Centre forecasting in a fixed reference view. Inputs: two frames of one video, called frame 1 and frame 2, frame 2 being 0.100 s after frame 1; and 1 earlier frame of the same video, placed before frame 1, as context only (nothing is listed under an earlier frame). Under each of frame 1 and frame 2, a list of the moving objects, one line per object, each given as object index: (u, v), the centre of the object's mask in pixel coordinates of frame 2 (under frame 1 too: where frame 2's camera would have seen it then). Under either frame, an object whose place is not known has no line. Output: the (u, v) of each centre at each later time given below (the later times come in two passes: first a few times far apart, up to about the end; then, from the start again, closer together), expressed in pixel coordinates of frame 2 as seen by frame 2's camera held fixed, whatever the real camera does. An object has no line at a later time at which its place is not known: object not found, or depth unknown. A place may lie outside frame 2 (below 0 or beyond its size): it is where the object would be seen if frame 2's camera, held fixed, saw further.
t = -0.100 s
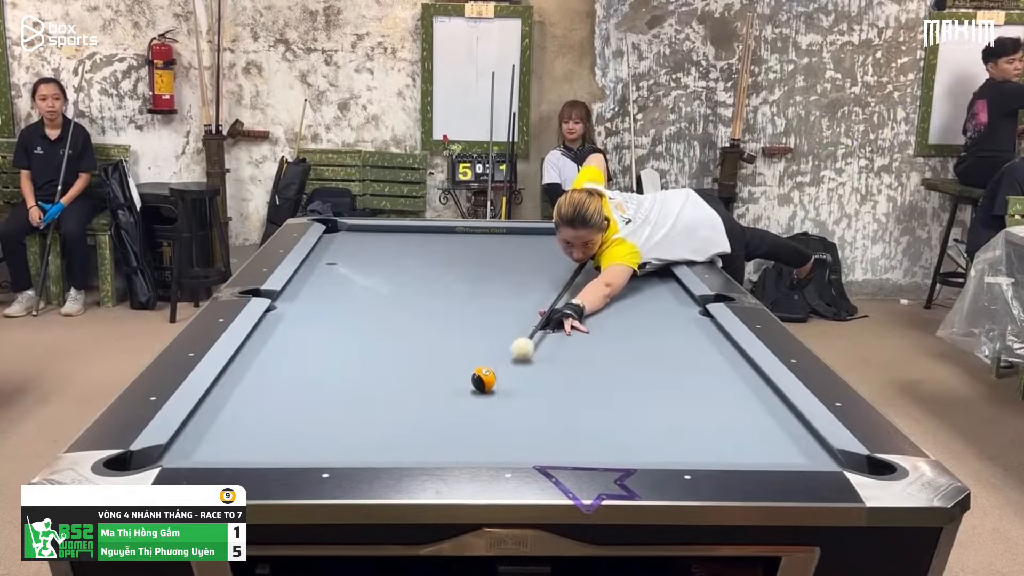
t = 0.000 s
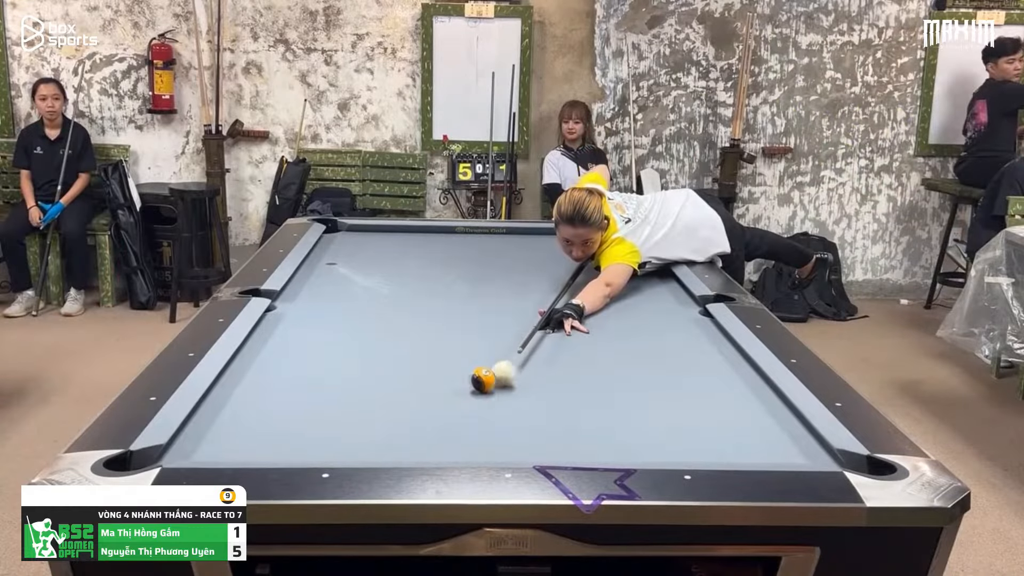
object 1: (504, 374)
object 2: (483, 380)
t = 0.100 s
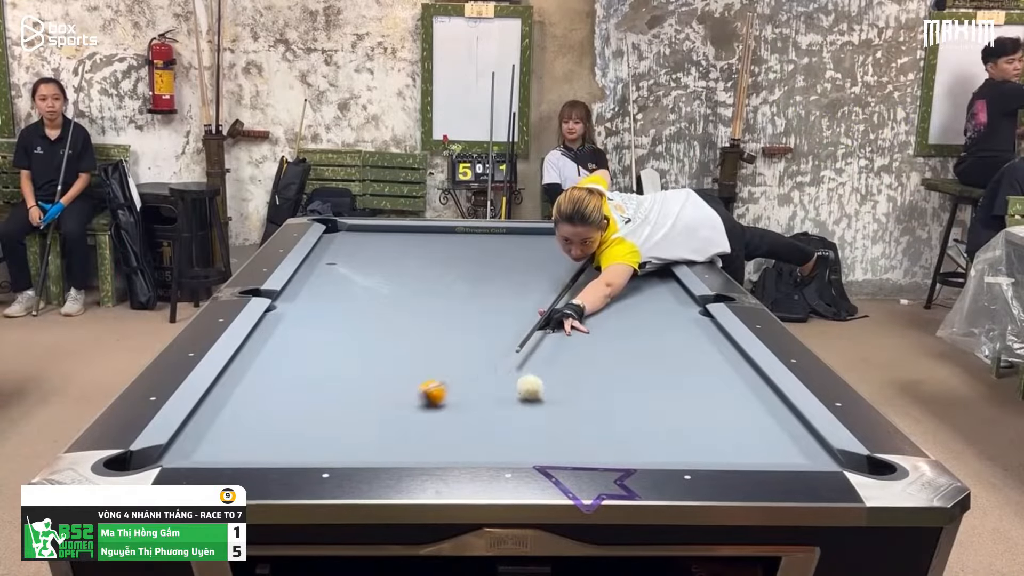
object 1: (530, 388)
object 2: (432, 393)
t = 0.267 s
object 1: (568, 415)
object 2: (353, 414)
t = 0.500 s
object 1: (629, 453)
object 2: (242, 444)
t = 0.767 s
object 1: (667, 428)
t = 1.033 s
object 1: (699, 402)
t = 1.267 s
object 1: (723, 383)
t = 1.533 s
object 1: (743, 364)
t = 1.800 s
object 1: (712, 351)
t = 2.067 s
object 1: (684, 339)
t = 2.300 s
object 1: (663, 329)
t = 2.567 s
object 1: (641, 320)
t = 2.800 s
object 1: (623, 313)
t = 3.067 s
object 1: (605, 305)
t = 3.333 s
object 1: (589, 298)
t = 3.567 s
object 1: (575, 293)
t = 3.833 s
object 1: (562, 287)
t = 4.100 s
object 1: (550, 282)
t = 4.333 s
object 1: (540, 278)
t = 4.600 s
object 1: (530, 275)
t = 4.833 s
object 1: (522, 271)
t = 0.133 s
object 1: (538, 393)
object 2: (416, 398)
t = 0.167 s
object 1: (546, 398)
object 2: (400, 402)
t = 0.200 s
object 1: (553, 403)
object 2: (384, 407)
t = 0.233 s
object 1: (560, 409)
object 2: (369, 411)
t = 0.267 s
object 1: (568, 415)
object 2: (353, 414)
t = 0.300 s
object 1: (576, 420)
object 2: (338, 419)
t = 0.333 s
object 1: (584, 427)
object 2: (323, 423)
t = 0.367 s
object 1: (593, 433)
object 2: (307, 427)
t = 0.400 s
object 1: (601, 439)
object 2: (292, 431)
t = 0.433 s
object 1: (610, 445)
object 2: (275, 435)
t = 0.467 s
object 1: (620, 449)
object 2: (259, 440)
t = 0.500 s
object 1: (629, 453)
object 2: (242, 444)
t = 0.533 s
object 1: (635, 451)
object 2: (225, 447)
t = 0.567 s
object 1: (640, 448)
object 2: (207, 449)
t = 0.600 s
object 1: (644, 446)
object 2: (188, 452)
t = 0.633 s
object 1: (649, 443)
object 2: (170, 455)
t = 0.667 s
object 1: (654, 439)
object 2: (147, 462)
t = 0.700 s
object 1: (659, 436)
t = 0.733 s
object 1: (663, 432)
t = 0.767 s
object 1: (667, 428)
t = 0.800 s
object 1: (671, 425)
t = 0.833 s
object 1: (675, 422)
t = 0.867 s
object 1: (680, 418)
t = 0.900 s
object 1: (683, 415)
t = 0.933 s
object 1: (688, 412)
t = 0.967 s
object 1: (691, 409)
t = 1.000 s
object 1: (695, 406)
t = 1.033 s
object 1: (699, 402)
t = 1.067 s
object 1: (702, 399)
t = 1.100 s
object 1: (706, 397)
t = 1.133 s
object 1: (709, 394)
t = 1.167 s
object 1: (713, 391)
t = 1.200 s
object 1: (716, 389)
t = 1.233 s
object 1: (719, 386)
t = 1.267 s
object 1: (723, 383)
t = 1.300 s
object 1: (726, 381)
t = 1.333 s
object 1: (729, 378)
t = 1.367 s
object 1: (732, 376)
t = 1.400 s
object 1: (735, 374)
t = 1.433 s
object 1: (738, 371)
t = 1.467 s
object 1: (741, 369)
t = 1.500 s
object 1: (743, 367)
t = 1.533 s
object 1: (743, 364)
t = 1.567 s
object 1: (739, 363)
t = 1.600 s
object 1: (735, 361)
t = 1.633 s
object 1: (730, 359)
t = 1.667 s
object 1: (727, 357)
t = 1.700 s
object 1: (723, 356)
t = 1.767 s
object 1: (715, 353)
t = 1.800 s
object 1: (712, 351)
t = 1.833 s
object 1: (708, 349)
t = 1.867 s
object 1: (705, 348)
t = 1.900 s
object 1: (701, 346)
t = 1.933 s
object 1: (697, 345)
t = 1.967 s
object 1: (694, 343)
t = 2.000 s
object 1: (691, 342)
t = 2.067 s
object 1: (684, 339)
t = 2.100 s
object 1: (681, 337)
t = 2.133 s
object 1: (678, 336)
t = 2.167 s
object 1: (675, 335)
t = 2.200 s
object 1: (672, 333)
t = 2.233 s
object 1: (668, 332)
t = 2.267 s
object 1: (666, 331)
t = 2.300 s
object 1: (663, 329)
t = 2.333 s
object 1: (660, 328)
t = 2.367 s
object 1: (657, 327)
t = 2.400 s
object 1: (655, 326)
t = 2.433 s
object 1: (651, 325)
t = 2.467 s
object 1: (649, 323)
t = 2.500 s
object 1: (646, 322)
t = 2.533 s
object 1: (643, 321)
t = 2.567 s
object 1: (641, 320)
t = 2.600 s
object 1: (638, 319)
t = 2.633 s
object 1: (635, 318)
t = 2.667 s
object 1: (633, 317)
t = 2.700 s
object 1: (631, 316)
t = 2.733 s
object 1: (628, 315)
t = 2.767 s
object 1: (625, 314)
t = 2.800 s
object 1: (623, 313)
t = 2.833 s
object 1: (621, 312)
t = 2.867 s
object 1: (618, 311)
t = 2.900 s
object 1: (616, 310)
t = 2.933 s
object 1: (614, 309)
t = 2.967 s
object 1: (612, 308)
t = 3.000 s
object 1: (609, 307)
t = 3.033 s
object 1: (607, 306)
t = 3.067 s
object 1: (605, 305)
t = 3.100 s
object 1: (603, 304)
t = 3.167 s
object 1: (599, 302)
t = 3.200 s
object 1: (597, 302)
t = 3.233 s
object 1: (595, 300)
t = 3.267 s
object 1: (592, 300)
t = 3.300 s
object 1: (590, 299)
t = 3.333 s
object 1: (589, 298)
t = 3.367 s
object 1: (587, 297)
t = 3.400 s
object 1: (585, 297)
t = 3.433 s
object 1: (583, 296)
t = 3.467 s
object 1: (581, 295)
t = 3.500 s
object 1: (579, 294)
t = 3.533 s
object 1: (577, 294)
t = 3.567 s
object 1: (575, 293)
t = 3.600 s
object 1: (574, 292)
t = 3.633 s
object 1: (572, 292)
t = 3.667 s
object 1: (570, 291)
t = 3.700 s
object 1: (568, 290)
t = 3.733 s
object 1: (566, 289)
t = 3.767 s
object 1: (565, 289)
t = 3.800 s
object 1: (563, 288)
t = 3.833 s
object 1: (562, 287)
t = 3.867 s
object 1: (560, 287)
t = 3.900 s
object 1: (558, 286)
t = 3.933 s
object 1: (557, 285)
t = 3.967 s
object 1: (555, 285)
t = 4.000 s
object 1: (554, 284)
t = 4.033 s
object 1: (553, 284)
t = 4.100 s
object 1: (550, 282)
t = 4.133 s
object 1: (548, 282)
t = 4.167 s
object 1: (547, 281)
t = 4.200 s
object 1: (545, 281)
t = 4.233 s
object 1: (544, 280)
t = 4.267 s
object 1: (542, 279)
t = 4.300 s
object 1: (541, 279)
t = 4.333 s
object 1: (540, 278)
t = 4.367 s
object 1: (538, 278)
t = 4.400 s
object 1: (537, 278)
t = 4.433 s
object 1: (536, 277)
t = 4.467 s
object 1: (535, 276)
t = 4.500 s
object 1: (533, 276)
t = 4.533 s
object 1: (532, 275)
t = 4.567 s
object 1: (531, 275)
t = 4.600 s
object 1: (530, 275)
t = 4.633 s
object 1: (529, 274)
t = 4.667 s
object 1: (527, 274)
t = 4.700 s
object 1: (526, 273)
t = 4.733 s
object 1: (525, 273)
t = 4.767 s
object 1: (524, 272)
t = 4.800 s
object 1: (523, 272)
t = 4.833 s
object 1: (522, 271)
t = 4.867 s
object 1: (521, 271)
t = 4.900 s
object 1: (520, 271)
